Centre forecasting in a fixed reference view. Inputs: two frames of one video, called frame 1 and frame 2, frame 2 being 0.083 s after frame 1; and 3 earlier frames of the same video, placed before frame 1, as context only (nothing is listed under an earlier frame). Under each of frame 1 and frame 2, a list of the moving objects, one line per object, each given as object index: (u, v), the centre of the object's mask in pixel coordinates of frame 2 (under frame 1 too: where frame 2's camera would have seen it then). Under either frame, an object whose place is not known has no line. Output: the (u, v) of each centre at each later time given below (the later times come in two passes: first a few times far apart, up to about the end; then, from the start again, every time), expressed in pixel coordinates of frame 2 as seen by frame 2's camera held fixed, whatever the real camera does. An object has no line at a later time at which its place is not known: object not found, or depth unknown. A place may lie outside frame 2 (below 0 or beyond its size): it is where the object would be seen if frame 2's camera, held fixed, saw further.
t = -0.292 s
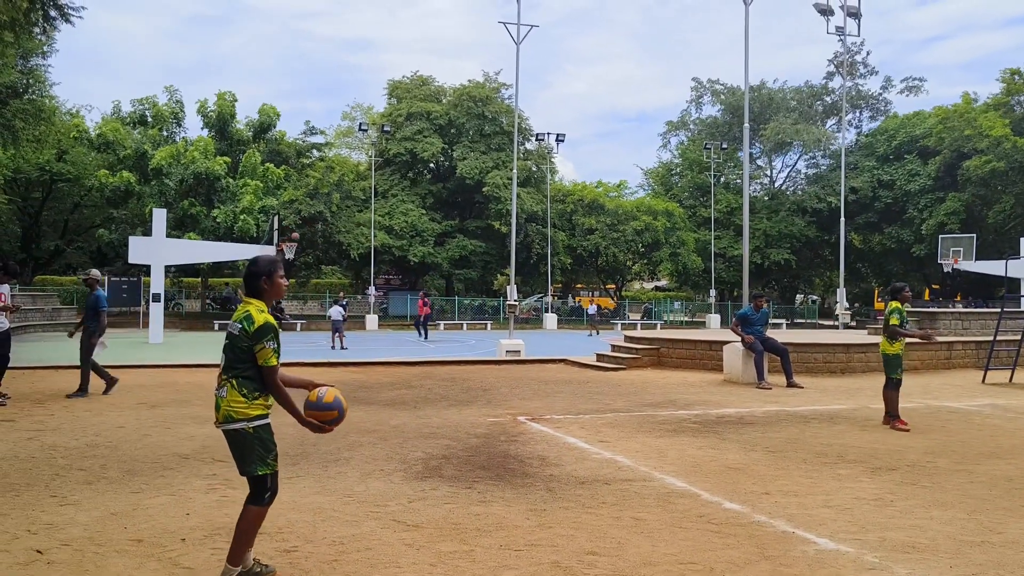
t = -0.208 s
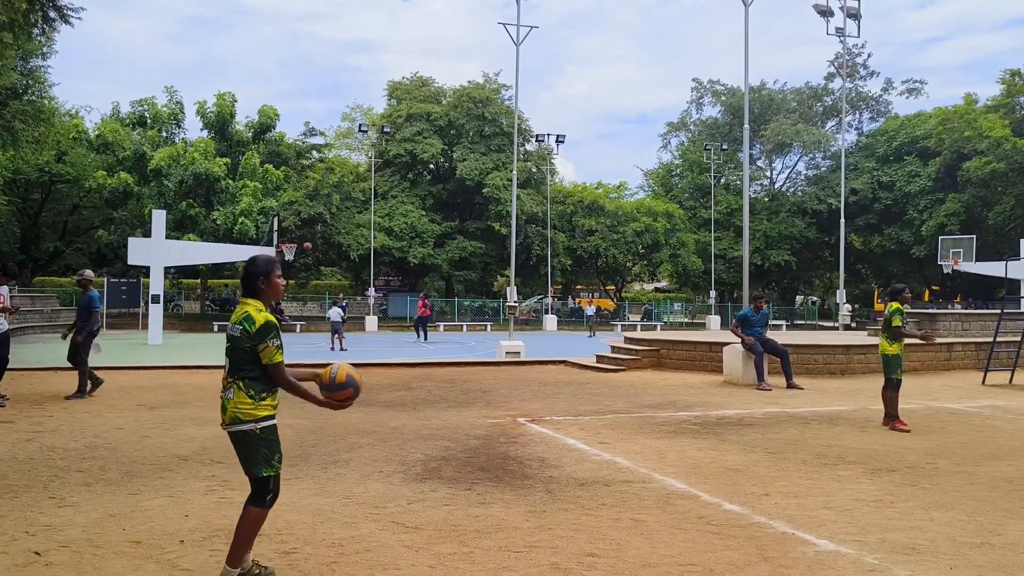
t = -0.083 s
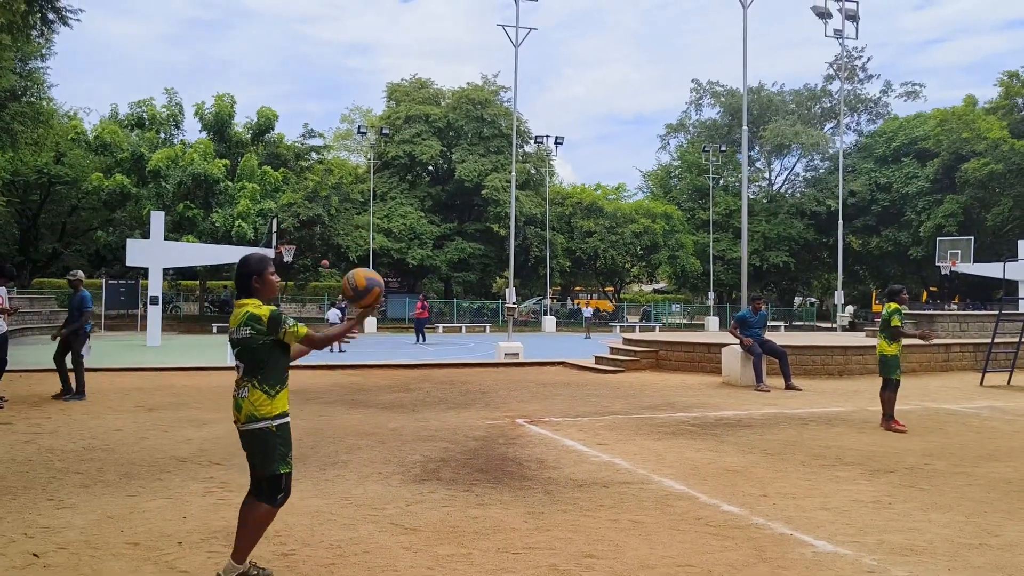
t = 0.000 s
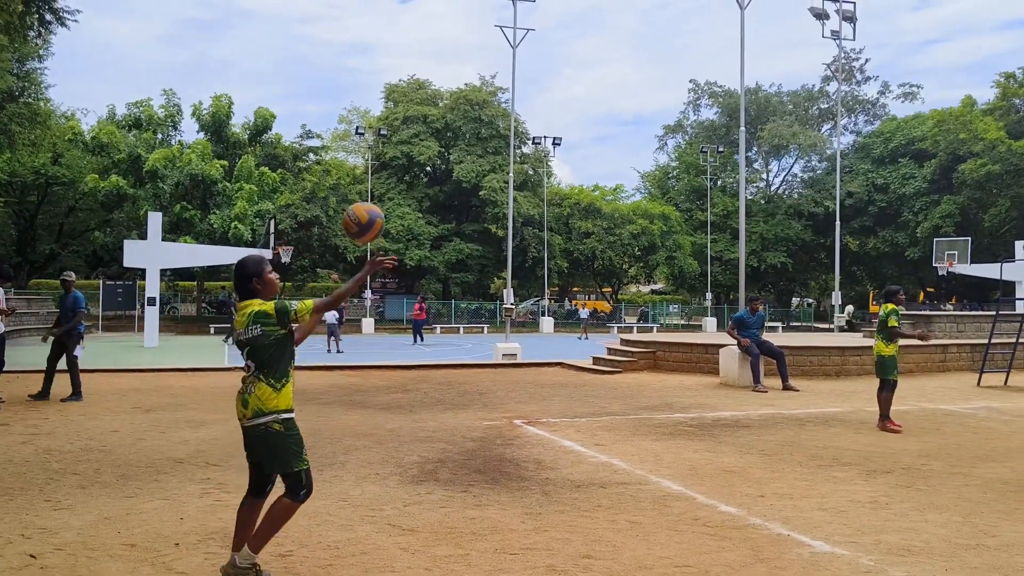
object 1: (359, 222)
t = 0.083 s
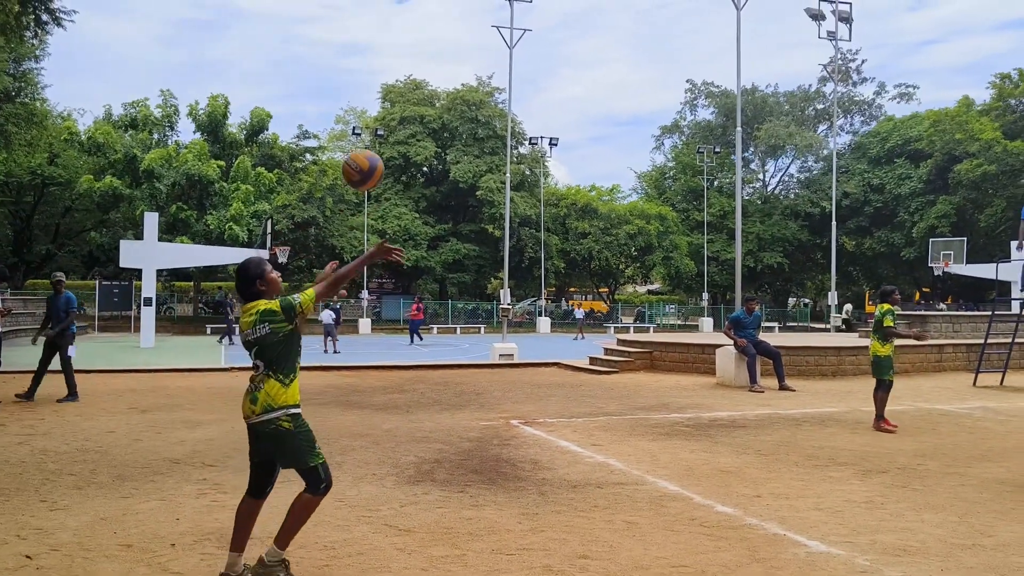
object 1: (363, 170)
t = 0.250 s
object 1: (369, 105)
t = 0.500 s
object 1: (376, 104)
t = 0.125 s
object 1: (365, 149)
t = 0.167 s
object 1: (366, 131)
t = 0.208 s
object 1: (368, 117)
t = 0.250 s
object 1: (369, 105)
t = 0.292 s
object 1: (370, 97)
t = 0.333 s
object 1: (372, 92)
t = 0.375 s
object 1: (374, 90)
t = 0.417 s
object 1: (375, 91)
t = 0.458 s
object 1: (375, 96)
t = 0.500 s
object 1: (376, 104)
